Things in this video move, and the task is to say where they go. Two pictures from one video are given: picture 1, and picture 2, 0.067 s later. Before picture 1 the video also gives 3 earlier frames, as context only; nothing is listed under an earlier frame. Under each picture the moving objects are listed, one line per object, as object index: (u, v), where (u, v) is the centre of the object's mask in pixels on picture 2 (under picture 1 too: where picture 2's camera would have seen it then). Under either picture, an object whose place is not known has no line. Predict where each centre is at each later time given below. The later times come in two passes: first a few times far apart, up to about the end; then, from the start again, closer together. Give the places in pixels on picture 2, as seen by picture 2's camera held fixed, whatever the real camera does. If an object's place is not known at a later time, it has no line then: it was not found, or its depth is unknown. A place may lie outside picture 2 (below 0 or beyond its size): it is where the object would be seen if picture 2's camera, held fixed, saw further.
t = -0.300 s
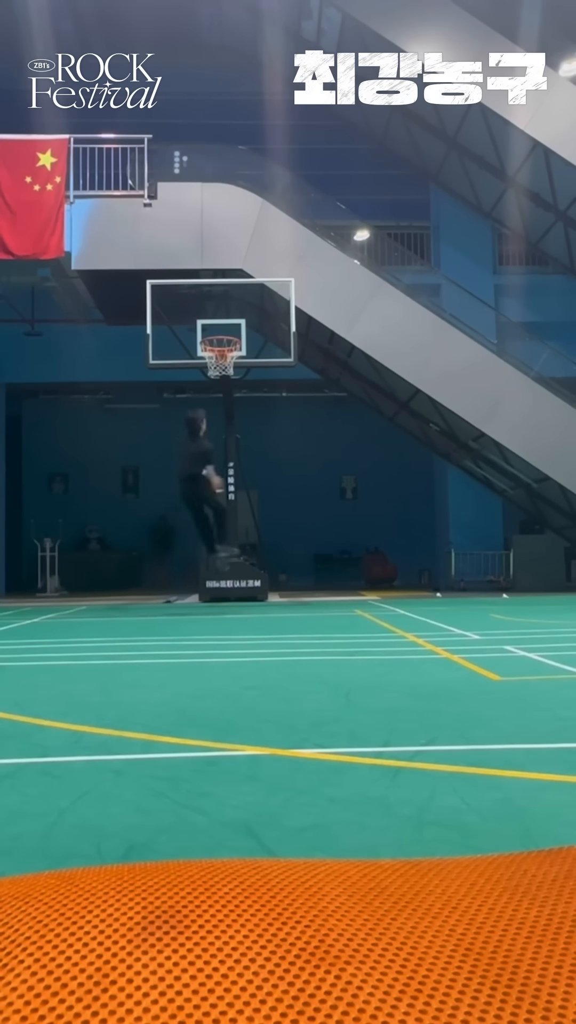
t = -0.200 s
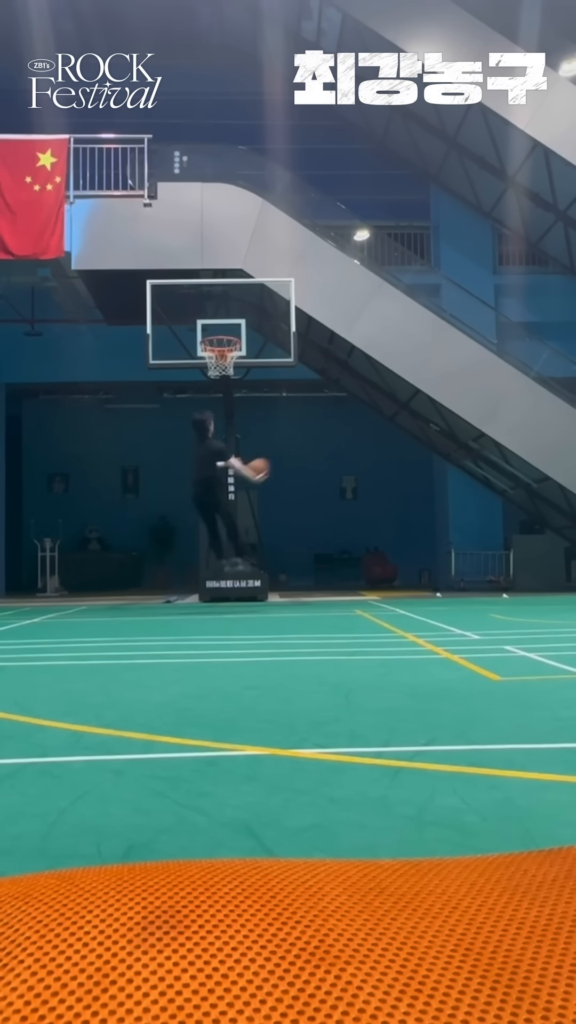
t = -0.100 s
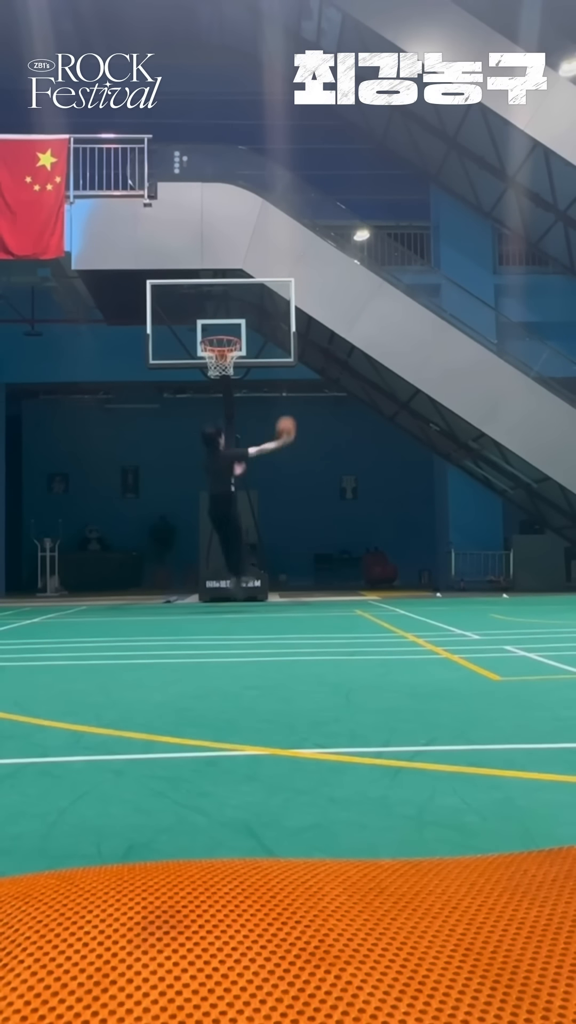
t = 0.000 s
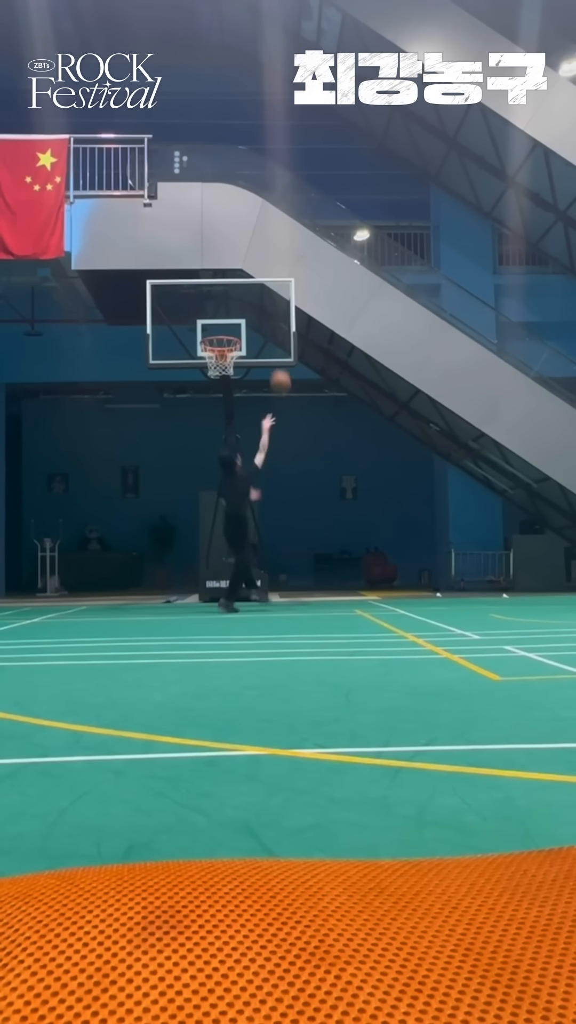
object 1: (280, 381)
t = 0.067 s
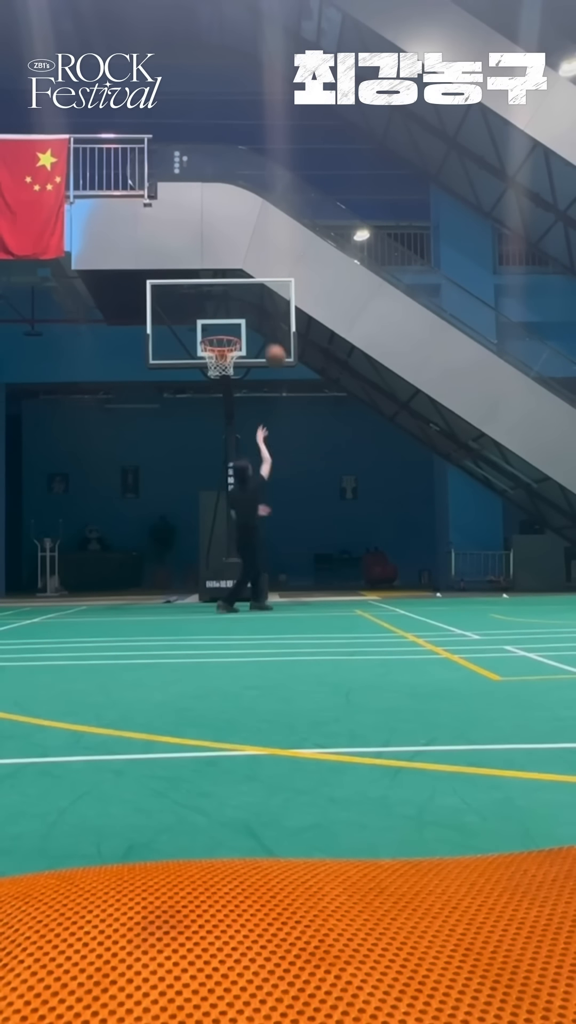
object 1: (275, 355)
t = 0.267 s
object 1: (262, 302)
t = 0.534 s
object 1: (244, 282)
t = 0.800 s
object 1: (219, 318)
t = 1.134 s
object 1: (244, 392)
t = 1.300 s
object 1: (259, 444)
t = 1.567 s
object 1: (283, 570)
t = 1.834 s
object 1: (303, 511)
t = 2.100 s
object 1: (323, 458)
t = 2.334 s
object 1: (341, 456)
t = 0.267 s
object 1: (262, 302)
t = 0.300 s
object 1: (260, 296)
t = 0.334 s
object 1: (258, 292)
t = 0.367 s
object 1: (256, 288)
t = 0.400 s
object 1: (254, 284)
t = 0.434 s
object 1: (252, 283)
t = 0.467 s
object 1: (250, 282)
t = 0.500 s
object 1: (247, 281)
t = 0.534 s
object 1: (244, 282)
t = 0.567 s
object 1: (241, 283)
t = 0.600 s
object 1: (238, 285)
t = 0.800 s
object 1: (219, 318)
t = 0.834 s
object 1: (215, 326)
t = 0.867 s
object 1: (212, 332)
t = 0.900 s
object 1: (217, 347)
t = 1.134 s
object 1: (244, 392)
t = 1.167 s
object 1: (247, 400)
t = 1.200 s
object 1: (250, 410)
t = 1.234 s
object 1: (253, 421)
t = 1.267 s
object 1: (256, 432)
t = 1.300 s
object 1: (259, 444)
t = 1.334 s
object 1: (262, 457)
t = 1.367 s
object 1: (265, 471)
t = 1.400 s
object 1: (268, 485)
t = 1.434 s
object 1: (271, 501)
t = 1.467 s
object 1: (274, 517)
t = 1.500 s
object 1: (277, 534)
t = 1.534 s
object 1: (280, 552)
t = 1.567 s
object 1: (283, 570)
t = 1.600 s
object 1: (285, 589)
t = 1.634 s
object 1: (288, 590)
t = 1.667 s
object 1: (291, 575)
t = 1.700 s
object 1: (293, 560)
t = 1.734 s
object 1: (296, 546)
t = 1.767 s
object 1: (298, 533)
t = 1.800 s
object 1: (301, 522)
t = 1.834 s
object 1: (303, 511)
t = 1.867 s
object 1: (306, 501)
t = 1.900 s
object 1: (308, 492)
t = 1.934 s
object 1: (311, 484)
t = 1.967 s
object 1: (313, 477)
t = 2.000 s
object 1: (316, 471)
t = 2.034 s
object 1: (318, 466)
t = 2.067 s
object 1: (321, 461)
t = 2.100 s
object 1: (323, 458)
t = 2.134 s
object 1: (326, 455)
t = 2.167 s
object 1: (329, 453)
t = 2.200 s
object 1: (331, 452)
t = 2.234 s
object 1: (333, 452)
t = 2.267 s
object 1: (336, 452)
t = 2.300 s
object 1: (338, 454)
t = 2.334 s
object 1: (341, 456)
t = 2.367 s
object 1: (344, 459)
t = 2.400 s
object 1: (346, 463)
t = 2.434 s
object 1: (349, 467)
